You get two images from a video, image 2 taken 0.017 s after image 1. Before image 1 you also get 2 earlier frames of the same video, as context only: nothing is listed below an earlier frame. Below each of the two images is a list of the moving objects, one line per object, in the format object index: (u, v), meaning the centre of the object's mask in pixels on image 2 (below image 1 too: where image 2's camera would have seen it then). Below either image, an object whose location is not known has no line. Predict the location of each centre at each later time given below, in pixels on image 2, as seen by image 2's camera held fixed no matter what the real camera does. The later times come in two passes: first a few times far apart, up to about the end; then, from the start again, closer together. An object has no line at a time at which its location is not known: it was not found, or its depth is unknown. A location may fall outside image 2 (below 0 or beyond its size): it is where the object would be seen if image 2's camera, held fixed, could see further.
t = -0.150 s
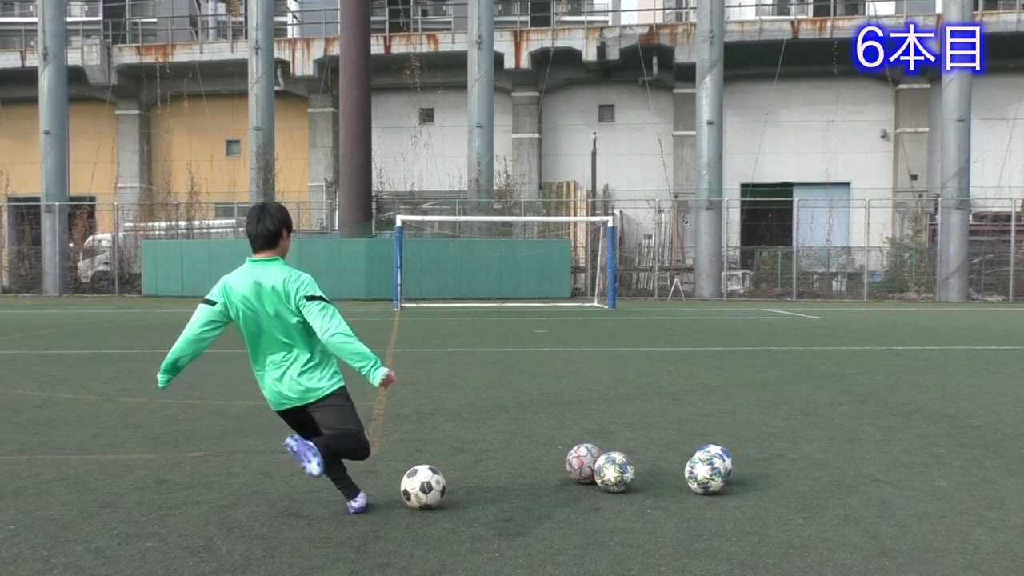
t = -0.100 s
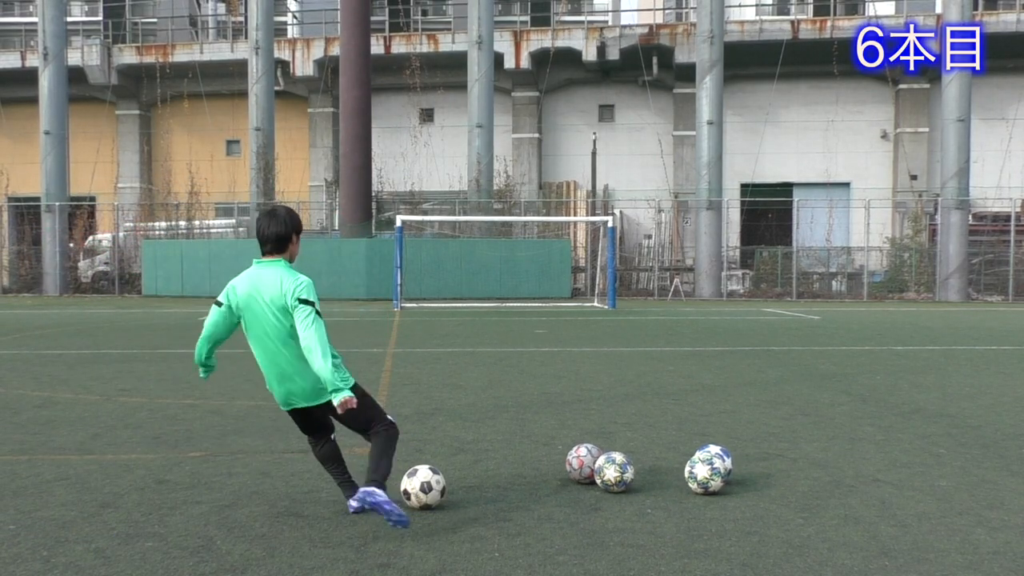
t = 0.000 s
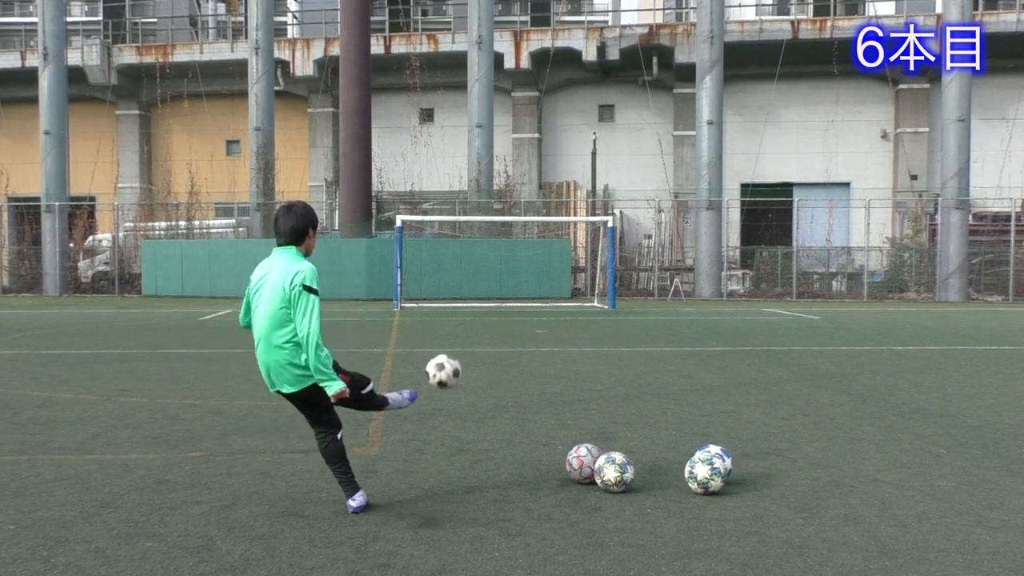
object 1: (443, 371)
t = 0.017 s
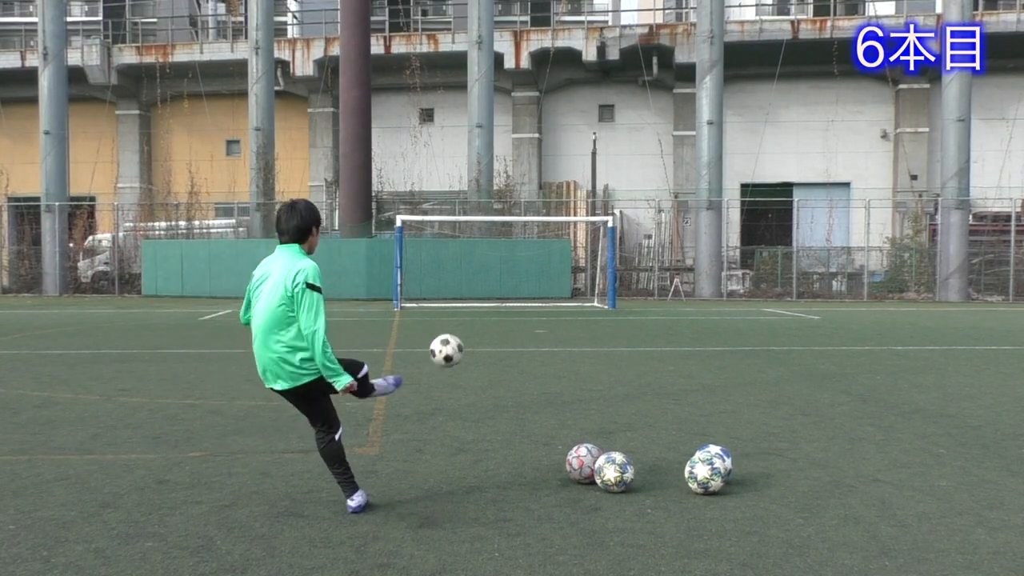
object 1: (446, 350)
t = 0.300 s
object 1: (472, 214)
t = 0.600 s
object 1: (482, 235)
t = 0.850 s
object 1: (487, 289)
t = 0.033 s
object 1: (449, 332)
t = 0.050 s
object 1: (452, 315)
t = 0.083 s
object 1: (457, 287)
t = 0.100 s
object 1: (459, 276)
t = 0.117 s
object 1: (461, 266)
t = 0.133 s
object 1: (462, 257)
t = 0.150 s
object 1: (464, 249)
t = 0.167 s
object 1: (465, 242)
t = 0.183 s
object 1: (466, 236)
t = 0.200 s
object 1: (467, 231)
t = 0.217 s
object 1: (468, 227)
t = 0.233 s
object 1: (469, 223)
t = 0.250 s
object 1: (470, 219)
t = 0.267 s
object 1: (471, 217)
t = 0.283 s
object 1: (471, 215)
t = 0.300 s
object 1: (472, 214)
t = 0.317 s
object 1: (473, 213)
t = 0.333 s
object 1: (474, 212)
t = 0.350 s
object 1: (475, 211)
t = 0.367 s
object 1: (475, 212)
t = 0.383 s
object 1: (476, 212)
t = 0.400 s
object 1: (476, 213)
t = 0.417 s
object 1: (477, 213)
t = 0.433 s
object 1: (478, 214)
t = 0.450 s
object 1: (479, 215)
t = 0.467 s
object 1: (479, 217)
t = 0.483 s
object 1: (480, 219)
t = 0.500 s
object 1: (480, 220)
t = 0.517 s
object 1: (480, 223)
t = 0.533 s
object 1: (480, 225)
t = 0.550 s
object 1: (481, 227)
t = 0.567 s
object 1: (482, 230)
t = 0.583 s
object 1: (482, 232)
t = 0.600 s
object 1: (482, 235)
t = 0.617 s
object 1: (483, 238)
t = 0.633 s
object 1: (483, 241)
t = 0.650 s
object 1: (483, 245)
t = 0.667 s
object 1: (484, 248)
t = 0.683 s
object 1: (484, 251)
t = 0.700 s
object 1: (484, 255)
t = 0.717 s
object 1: (484, 258)
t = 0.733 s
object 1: (485, 262)
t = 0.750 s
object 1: (485, 265)
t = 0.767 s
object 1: (485, 269)
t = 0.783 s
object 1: (486, 273)
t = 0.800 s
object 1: (486, 277)
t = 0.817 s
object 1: (486, 281)
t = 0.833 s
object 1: (487, 285)
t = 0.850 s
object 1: (487, 289)
